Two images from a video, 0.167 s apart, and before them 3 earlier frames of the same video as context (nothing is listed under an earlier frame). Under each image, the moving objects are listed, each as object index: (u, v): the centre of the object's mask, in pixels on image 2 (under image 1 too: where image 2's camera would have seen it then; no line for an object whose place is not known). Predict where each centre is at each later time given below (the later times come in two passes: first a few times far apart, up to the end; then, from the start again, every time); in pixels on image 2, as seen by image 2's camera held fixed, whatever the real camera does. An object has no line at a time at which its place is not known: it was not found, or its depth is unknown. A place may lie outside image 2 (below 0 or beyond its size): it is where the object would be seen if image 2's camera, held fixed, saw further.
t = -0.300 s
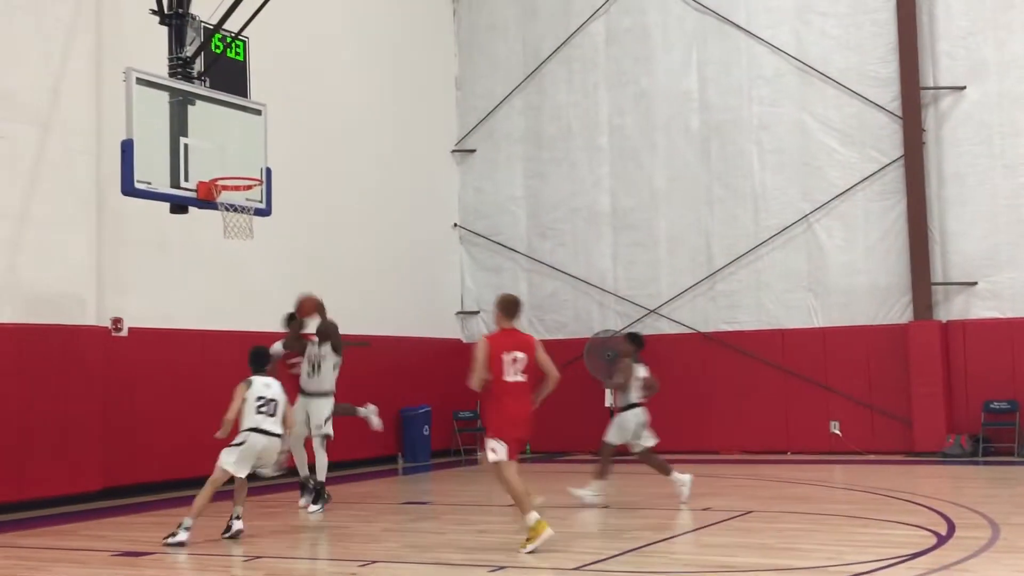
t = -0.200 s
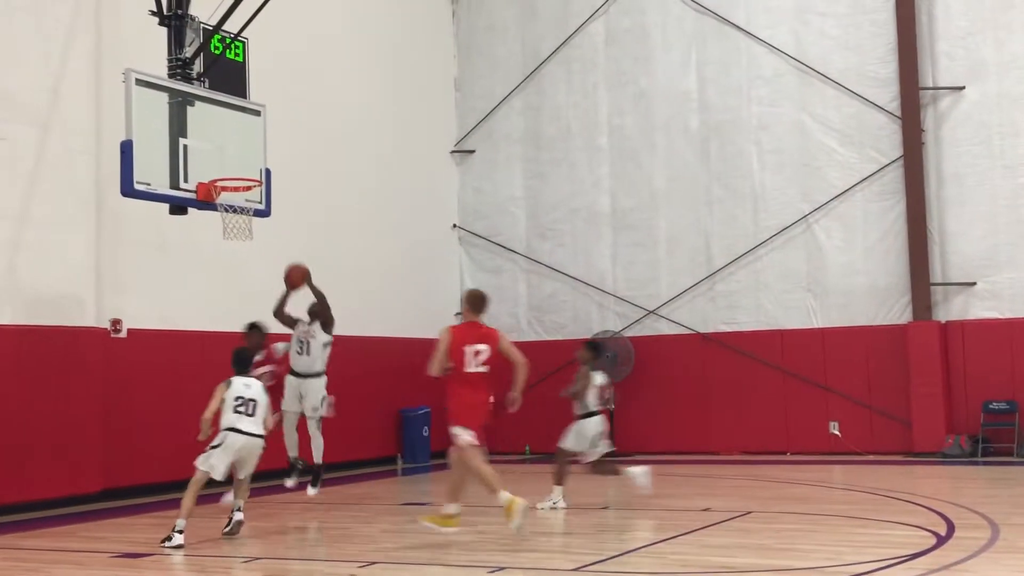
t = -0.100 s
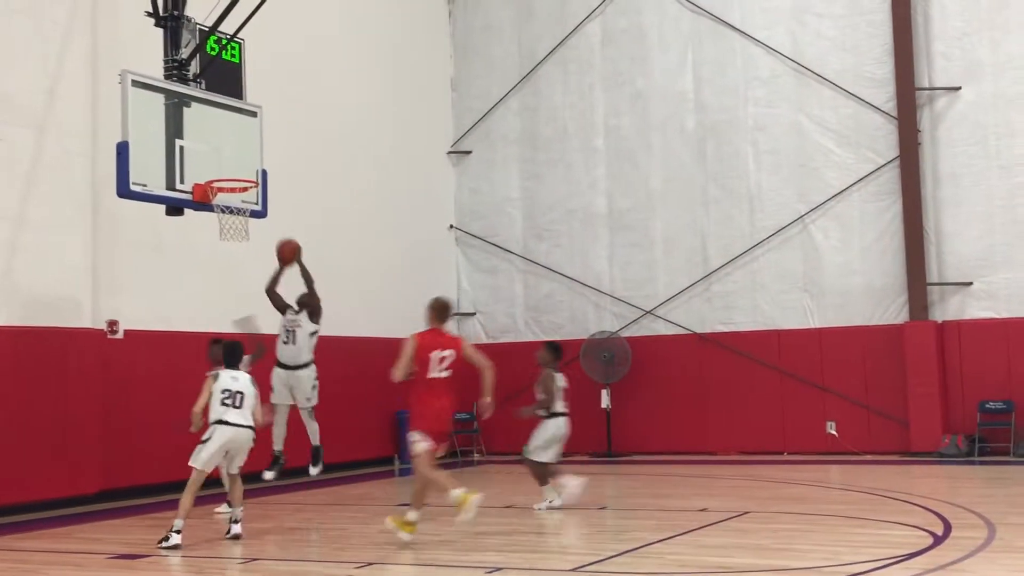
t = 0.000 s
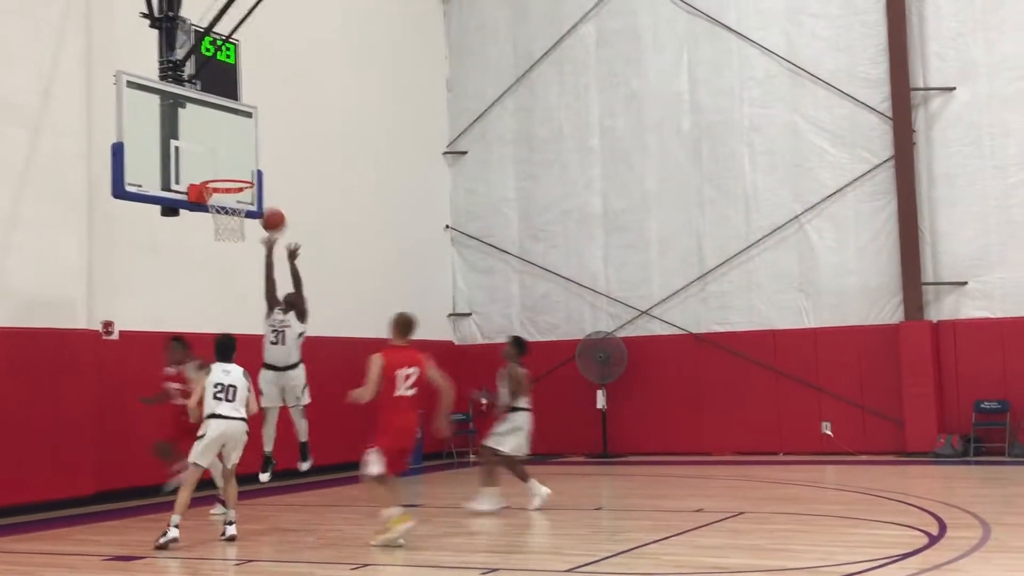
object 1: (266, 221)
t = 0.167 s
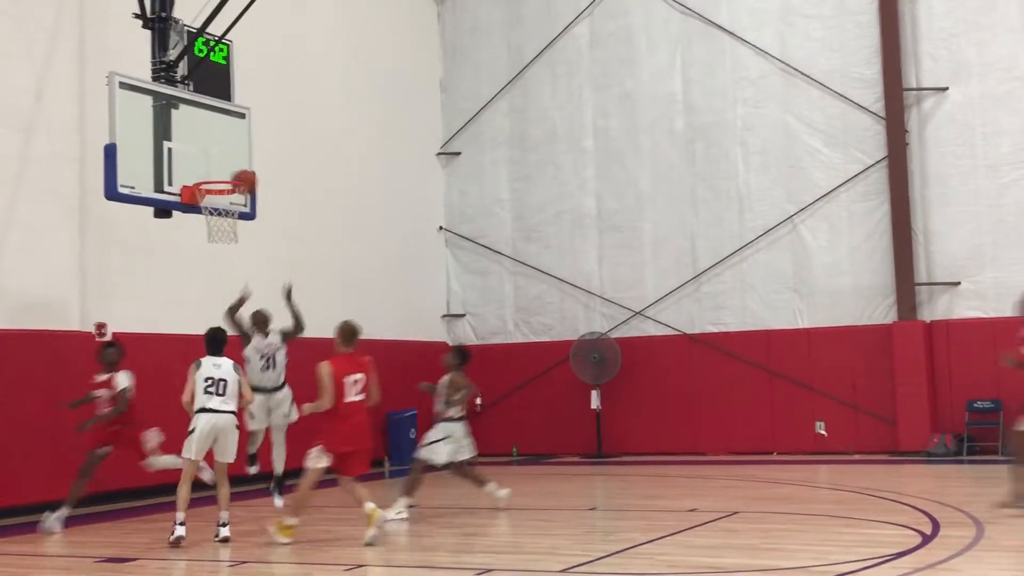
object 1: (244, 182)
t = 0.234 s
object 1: (235, 172)
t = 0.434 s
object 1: (207, 172)
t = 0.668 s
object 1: (226, 174)
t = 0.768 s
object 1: (234, 173)
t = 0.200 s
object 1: (239, 176)
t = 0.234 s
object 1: (235, 172)
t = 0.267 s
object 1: (230, 170)
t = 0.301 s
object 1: (225, 169)
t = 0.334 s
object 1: (221, 168)
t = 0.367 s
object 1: (216, 169)
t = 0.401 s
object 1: (212, 170)
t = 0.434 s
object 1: (207, 172)
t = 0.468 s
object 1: (203, 174)
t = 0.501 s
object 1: (208, 174)
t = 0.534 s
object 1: (212, 171)
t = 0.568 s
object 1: (216, 171)
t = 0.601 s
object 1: (220, 172)
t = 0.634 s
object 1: (224, 175)
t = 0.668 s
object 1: (226, 174)
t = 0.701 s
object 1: (229, 173)
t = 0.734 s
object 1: (231, 174)
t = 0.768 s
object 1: (234, 173)
